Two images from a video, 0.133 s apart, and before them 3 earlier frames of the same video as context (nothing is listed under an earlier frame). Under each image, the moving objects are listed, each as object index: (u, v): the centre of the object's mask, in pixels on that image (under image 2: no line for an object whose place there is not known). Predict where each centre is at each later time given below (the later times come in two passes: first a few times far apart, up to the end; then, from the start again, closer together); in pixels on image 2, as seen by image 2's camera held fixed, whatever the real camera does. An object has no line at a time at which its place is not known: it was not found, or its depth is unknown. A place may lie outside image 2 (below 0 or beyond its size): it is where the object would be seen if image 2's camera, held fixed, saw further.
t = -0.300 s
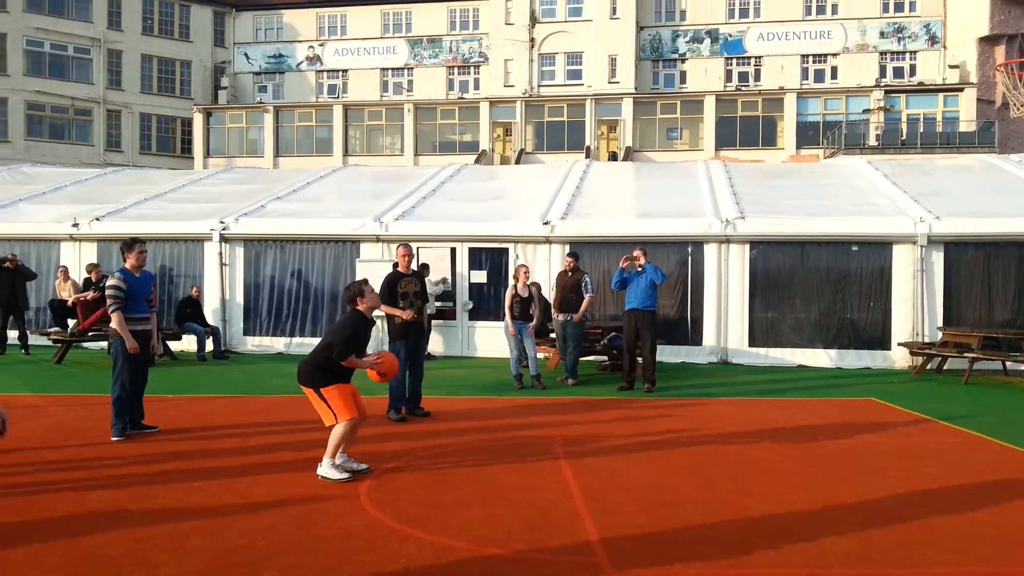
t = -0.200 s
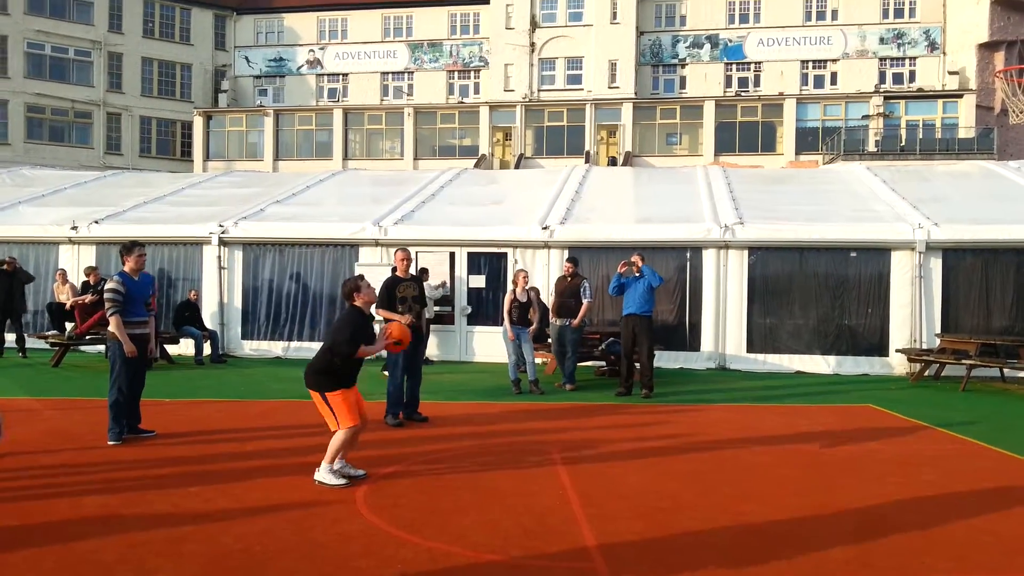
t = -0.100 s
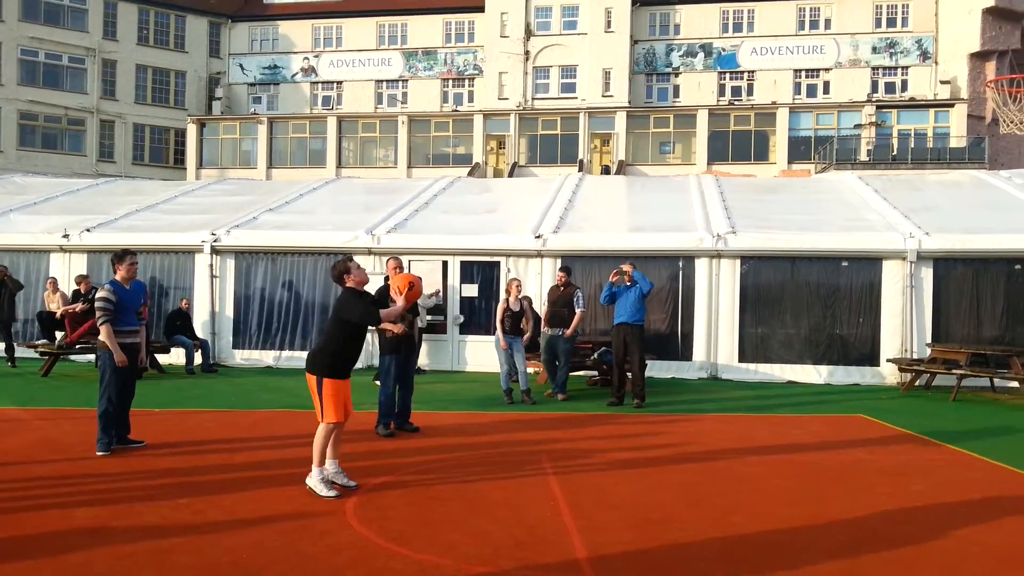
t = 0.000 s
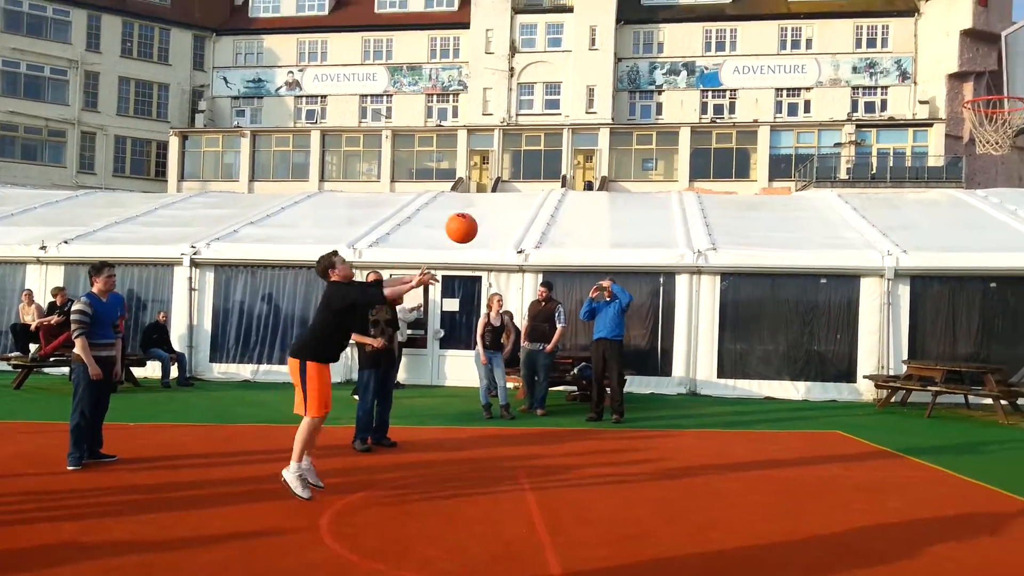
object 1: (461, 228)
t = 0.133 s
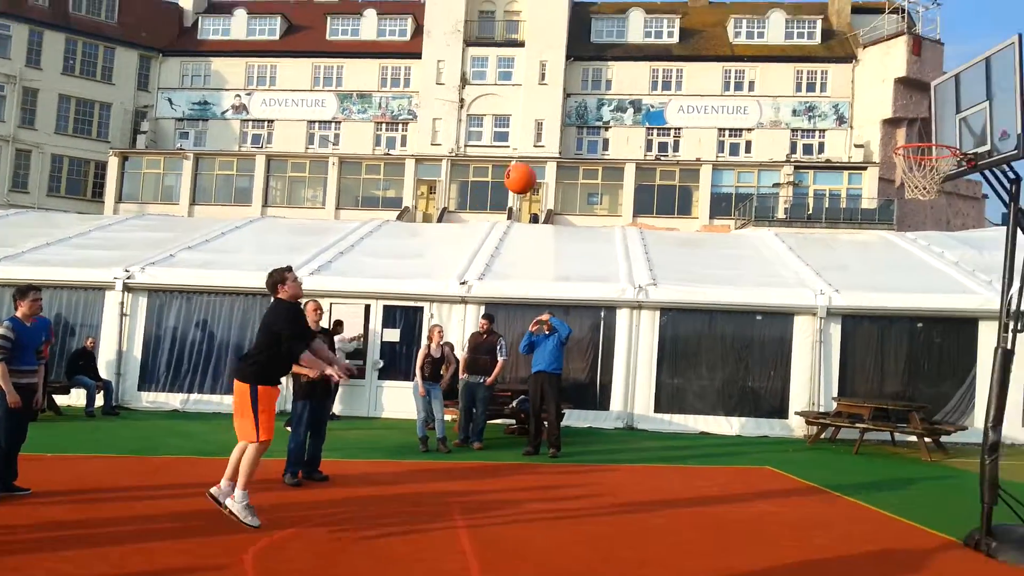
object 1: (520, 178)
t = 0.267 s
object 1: (631, 127)
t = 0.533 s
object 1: (837, 95)
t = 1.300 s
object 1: (724, 209)
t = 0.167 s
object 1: (549, 163)
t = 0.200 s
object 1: (575, 149)
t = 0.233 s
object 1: (604, 137)
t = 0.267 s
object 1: (631, 127)
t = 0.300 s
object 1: (659, 119)
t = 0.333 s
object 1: (685, 110)
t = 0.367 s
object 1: (712, 105)
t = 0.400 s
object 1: (737, 101)
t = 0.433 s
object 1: (763, 97)
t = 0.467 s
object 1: (787, 96)
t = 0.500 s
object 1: (812, 96)
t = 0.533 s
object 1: (837, 95)
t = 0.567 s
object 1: (862, 100)
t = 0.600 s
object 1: (885, 105)
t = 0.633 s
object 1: (906, 109)
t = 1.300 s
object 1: (724, 209)
